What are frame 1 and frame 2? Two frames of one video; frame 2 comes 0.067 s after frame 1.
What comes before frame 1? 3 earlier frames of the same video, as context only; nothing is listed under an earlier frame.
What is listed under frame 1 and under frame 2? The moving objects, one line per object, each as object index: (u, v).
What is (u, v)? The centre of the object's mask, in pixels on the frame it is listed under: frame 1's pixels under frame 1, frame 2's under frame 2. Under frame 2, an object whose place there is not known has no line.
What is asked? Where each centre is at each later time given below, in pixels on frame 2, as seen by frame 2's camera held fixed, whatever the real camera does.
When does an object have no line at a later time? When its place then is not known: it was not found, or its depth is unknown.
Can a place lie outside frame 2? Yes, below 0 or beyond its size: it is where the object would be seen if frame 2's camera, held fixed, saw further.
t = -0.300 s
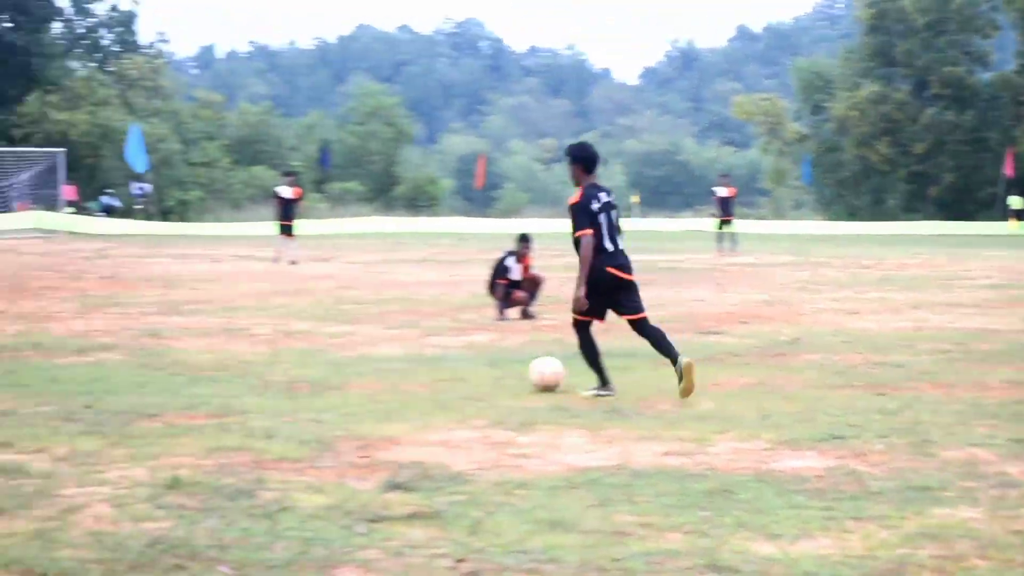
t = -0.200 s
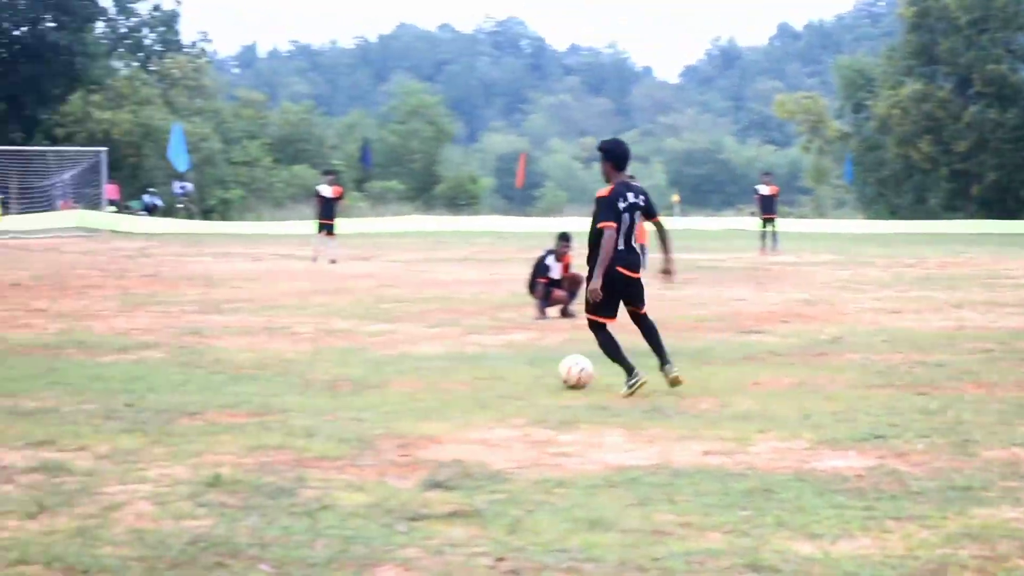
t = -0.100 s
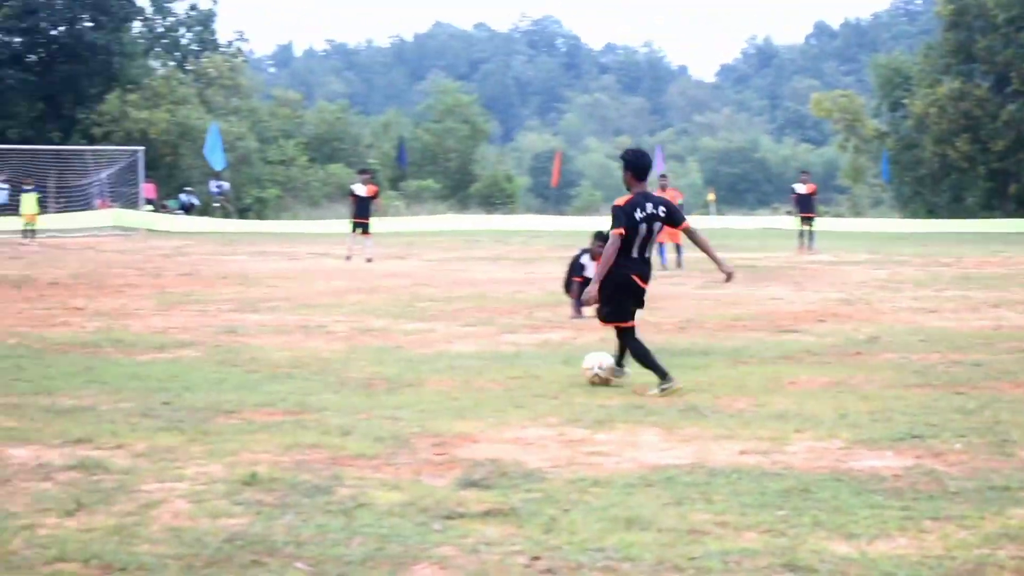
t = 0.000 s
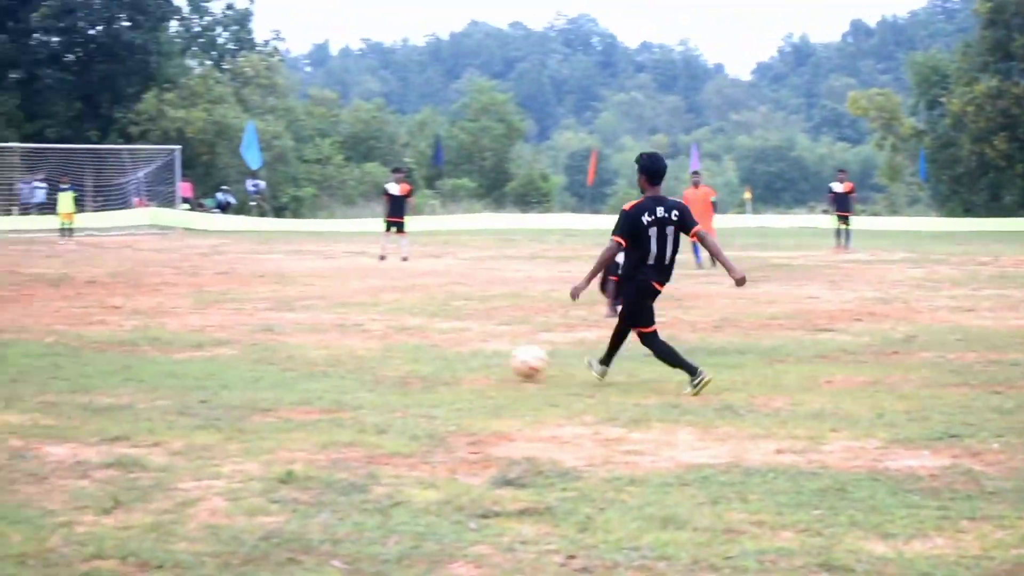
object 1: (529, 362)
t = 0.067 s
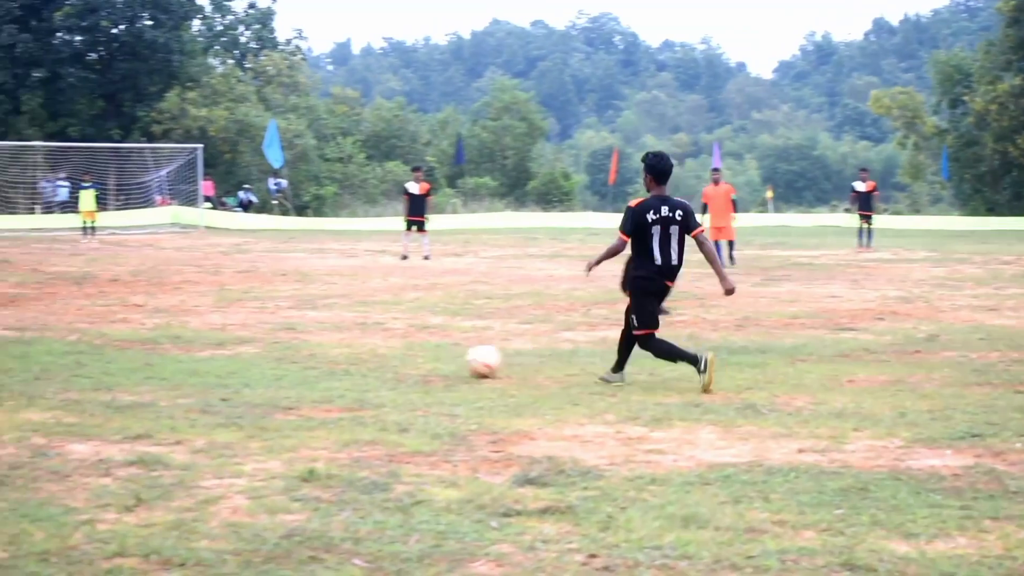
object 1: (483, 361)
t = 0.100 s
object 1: (455, 360)
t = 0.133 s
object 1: (427, 358)
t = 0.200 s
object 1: (379, 354)
